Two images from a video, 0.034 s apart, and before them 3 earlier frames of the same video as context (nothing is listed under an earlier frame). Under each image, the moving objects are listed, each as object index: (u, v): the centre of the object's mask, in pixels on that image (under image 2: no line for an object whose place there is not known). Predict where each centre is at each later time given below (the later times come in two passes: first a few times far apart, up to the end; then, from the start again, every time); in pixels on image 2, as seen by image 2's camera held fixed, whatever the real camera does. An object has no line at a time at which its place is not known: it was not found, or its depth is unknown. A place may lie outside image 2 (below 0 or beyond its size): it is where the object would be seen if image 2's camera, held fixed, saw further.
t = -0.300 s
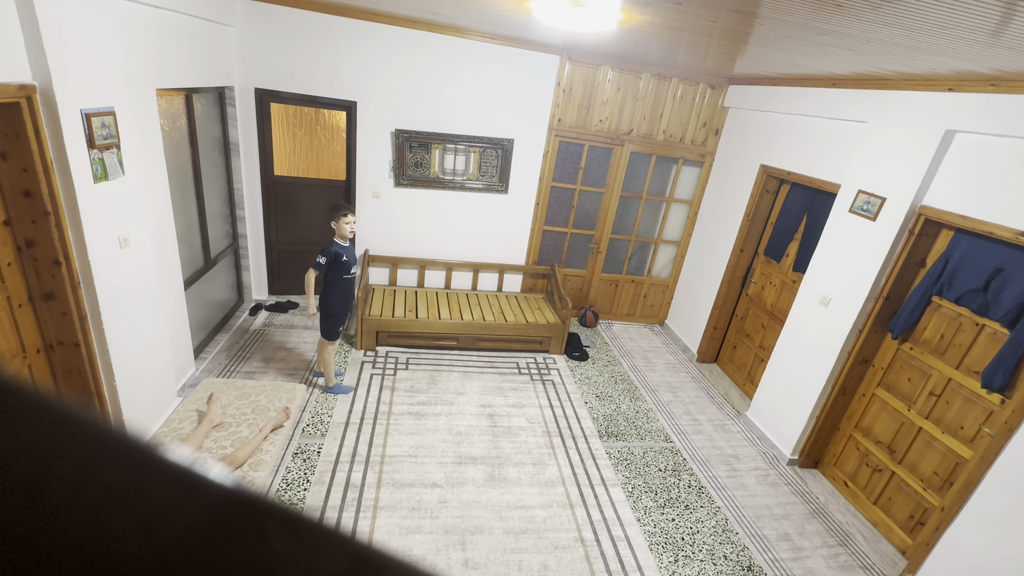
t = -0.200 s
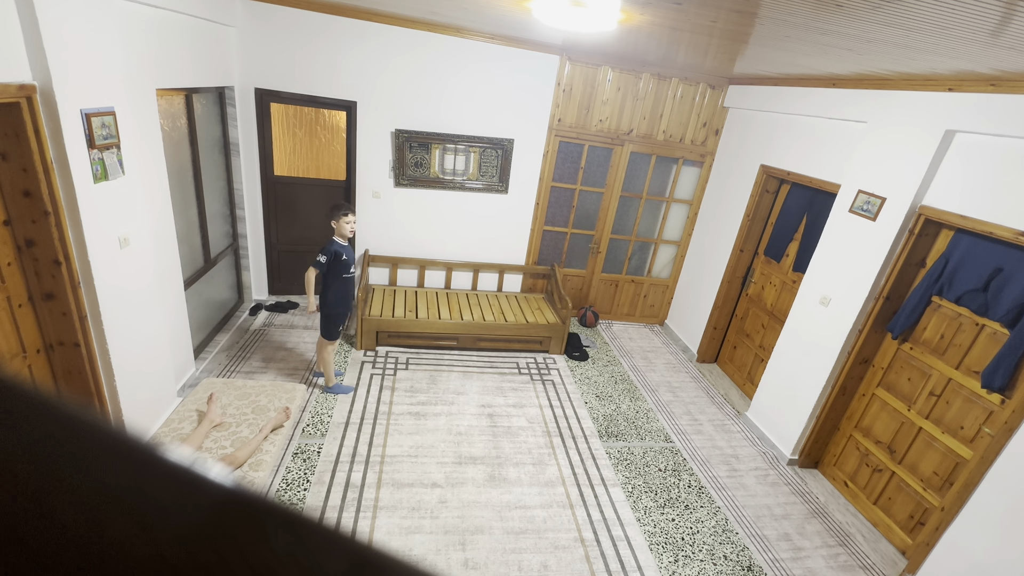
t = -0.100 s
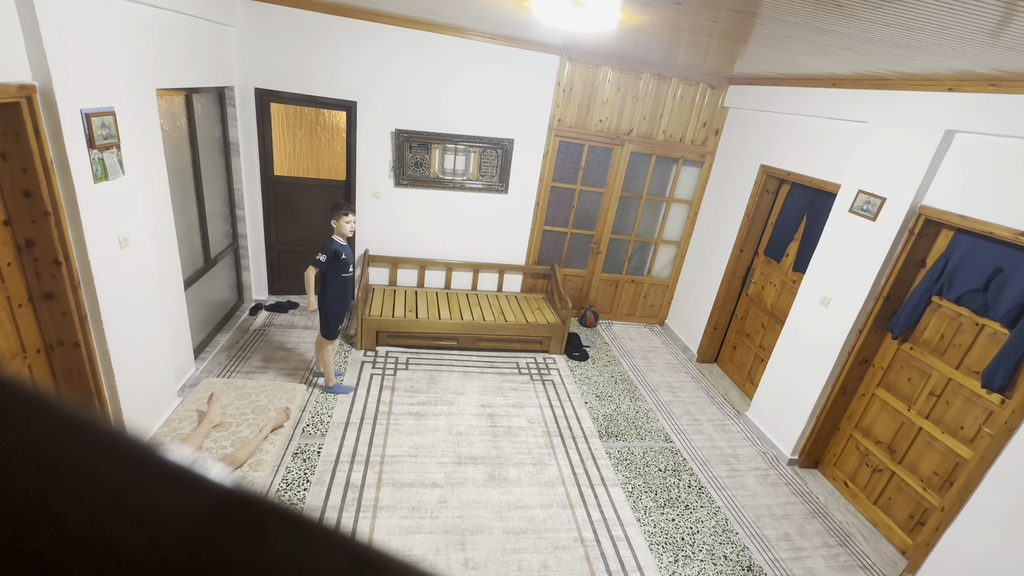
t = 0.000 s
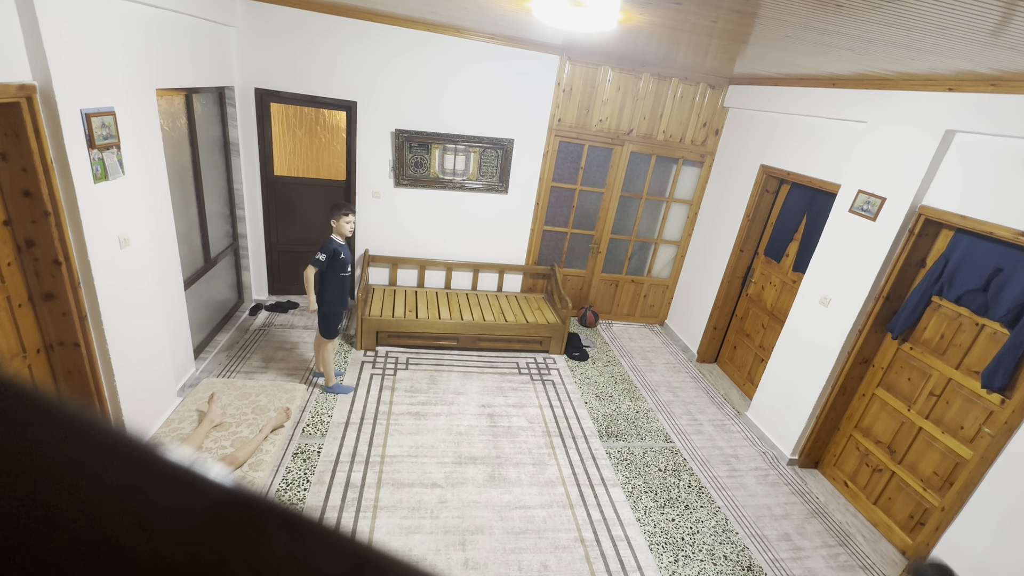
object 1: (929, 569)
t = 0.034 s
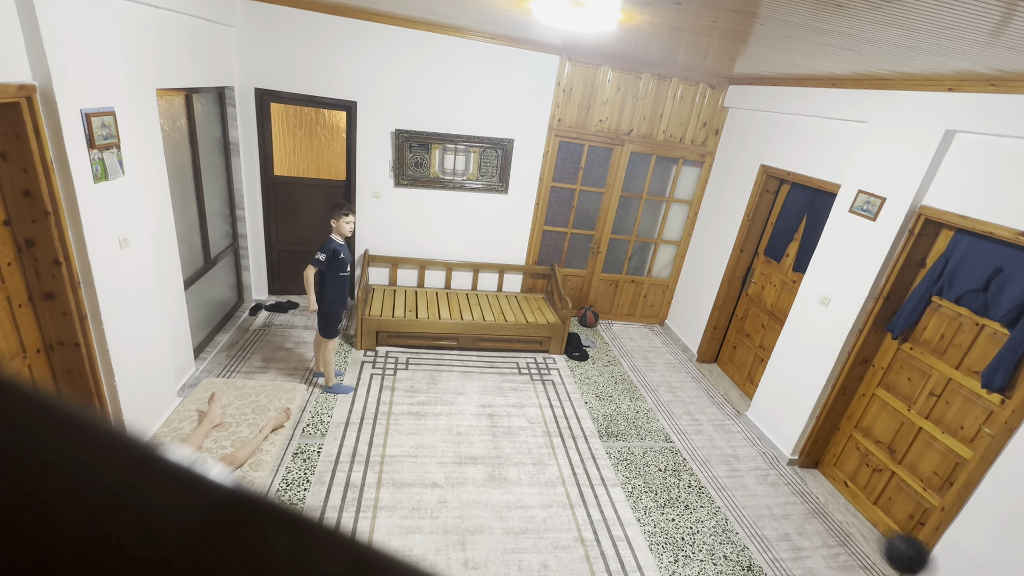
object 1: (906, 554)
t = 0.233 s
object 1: (787, 471)
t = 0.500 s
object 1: (721, 377)
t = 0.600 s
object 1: (703, 356)
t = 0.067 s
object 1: (884, 536)
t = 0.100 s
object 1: (862, 518)
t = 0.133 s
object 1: (842, 503)
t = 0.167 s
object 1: (824, 491)
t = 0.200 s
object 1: (805, 479)
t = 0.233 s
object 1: (787, 471)
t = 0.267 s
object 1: (771, 466)
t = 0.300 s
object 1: (758, 463)
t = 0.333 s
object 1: (752, 446)
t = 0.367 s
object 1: (747, 427)
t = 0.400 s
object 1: (741, 411)
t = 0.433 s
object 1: (734, 396)
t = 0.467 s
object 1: (727, 386)
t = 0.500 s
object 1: (721, 377)
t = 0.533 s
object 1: (714, 369)
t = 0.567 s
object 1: (708, 362)
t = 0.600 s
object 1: (703, 356)
